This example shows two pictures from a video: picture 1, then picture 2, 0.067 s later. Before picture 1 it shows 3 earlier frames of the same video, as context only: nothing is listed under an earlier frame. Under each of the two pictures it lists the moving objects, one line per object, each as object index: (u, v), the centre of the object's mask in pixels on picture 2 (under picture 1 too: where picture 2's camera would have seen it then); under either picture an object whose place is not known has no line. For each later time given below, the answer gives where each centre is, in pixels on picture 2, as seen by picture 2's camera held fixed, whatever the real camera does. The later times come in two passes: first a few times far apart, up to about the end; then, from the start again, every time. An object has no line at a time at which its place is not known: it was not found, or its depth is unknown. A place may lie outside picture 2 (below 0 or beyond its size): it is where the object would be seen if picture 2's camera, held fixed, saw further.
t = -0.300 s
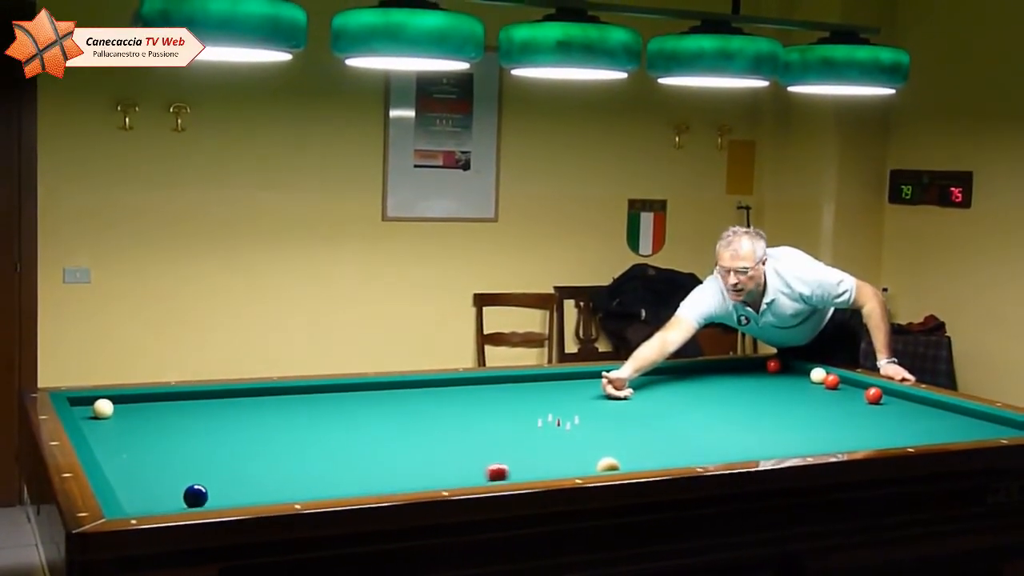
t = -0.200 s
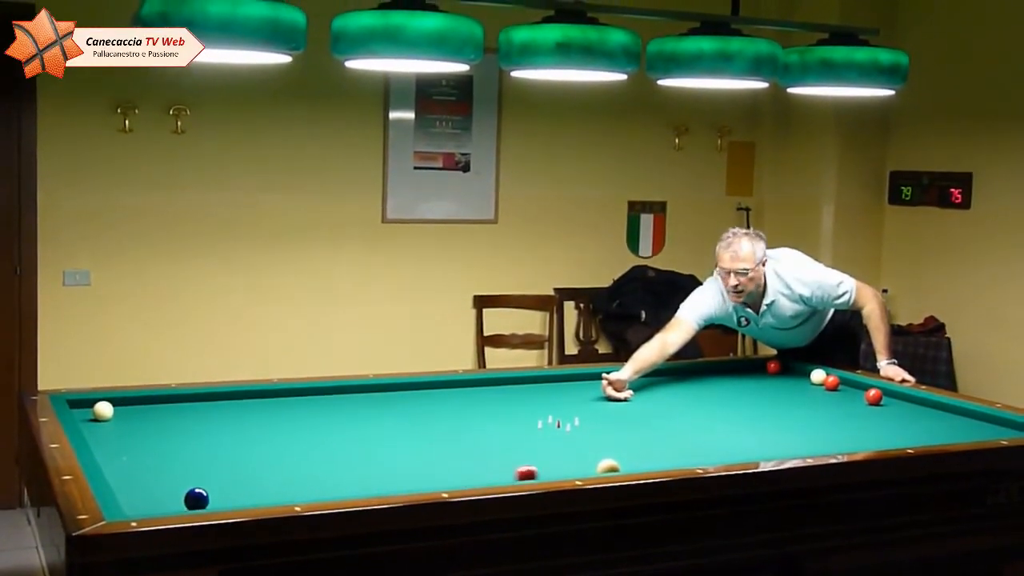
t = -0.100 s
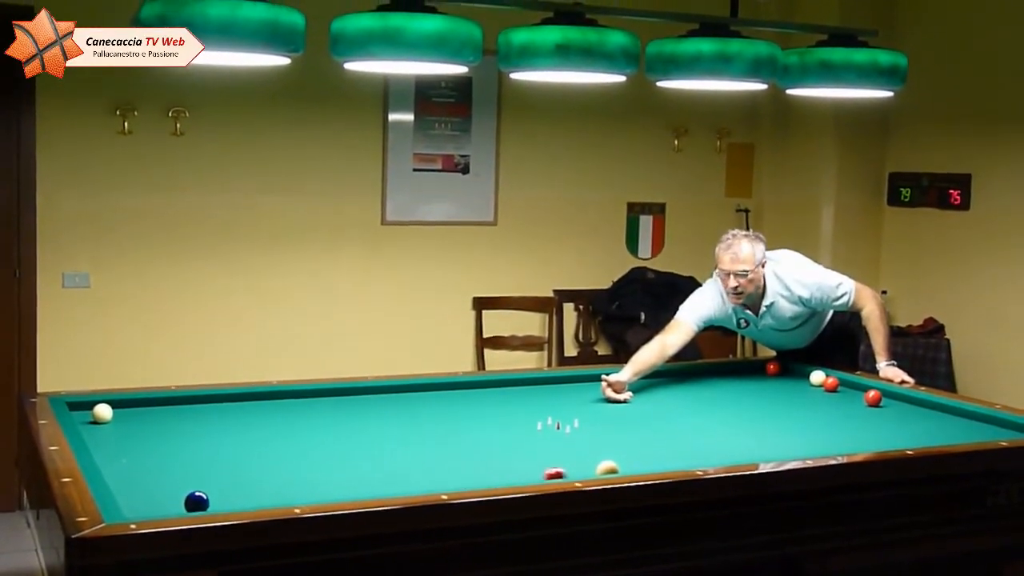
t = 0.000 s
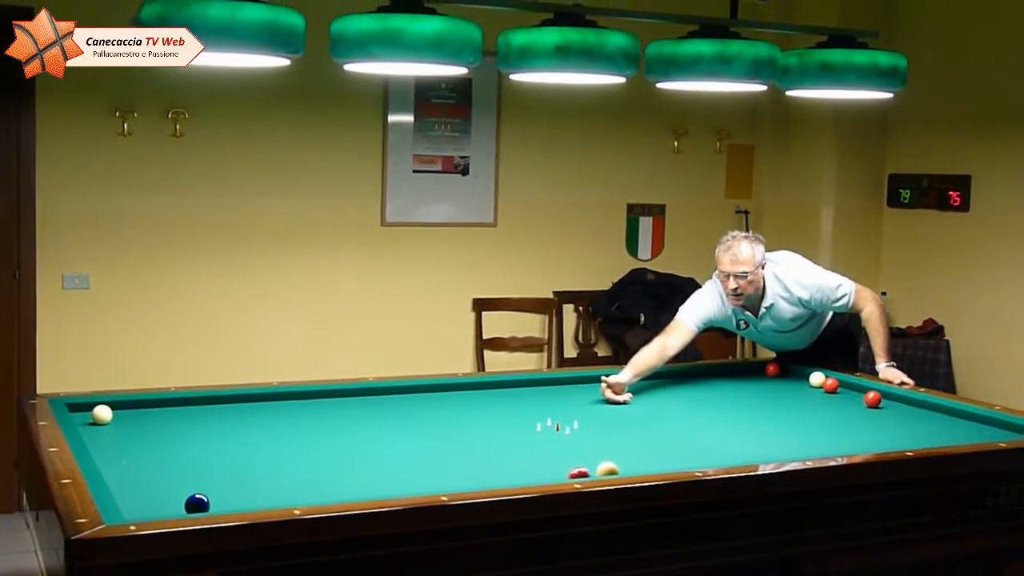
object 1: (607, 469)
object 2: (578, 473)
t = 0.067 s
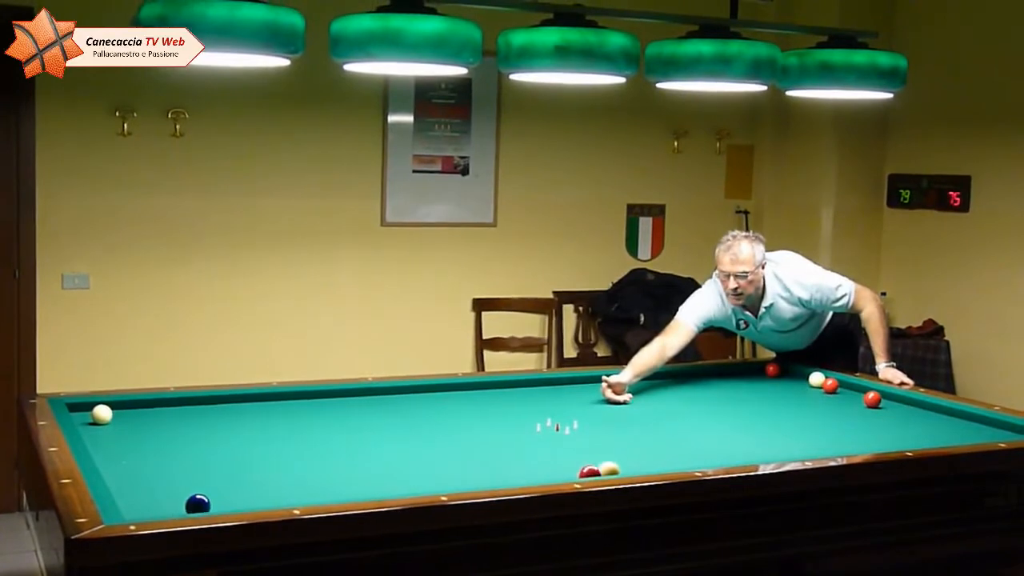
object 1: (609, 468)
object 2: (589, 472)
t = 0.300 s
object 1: (640, 465)
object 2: (599, 471)
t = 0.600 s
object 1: (674, 460)
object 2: (614, 469)
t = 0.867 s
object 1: (702, 456)
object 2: (626, 468)
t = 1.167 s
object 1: (732, 452)
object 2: (640, 466)
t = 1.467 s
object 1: (760, 447)
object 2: (653, 465)
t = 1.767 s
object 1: (786, 443)
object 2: (664, 464)
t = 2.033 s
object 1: (806, 439)
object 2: (673, 463)
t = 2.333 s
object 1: (828, 436)
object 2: (682, 462)
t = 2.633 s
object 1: (849, 432)
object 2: (691, 461)
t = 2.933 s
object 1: (868, 429)
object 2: (698, 461)
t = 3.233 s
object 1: (886, 425)
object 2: (705, 460)
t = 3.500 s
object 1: (902, 423)
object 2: (710, 459)
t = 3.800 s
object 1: (918, 420)
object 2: (714, 459)
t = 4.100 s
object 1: (933, 417)
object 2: (718, 458)
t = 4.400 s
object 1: (947, 415)
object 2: (720, 458)
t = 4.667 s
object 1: (958, 413)
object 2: (721, 458)
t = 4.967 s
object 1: (950, 413)
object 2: (722, 458)
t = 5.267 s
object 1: (941, 413)
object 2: (722, 458)
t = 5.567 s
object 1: (932, 413)
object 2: (722, 457)
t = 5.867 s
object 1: (924, 413)
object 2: (723, 457)
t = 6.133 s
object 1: (918, 413)
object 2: (723, 457)
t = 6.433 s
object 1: (911, 412)
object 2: (723, 457)
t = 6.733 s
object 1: (906, 412)
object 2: (722, 457)
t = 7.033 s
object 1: (901, 413)
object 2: (721, 457)
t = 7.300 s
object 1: (897, 412)
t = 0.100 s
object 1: (613, 468)
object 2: (589, 471)
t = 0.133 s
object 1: (618, 467)
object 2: (591, 471)
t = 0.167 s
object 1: (623, 466)
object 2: (591, 471)
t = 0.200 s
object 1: (628, 466)
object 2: (593, 471)
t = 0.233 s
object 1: (632, 466)
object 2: (595, 471)
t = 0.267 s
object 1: (635, 465)
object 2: (597, 471)
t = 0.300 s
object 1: (640, 465)
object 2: (599, 471)
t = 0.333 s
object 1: (643, 464)
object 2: (600, 471)
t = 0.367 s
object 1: (647, 464)
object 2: (602, 471)
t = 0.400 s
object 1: (651, 463)
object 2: (604, 470)
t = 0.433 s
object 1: (655, 463)
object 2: (605, 470)
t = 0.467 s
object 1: (659, 462)
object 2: (607, 470)
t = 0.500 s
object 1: (663, 462)
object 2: (609, 470)
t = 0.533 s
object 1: (666, 461)
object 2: (611, 470)
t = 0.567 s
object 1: (670, 461)
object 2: (612, 469)
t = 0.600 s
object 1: (674, 460)
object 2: (614, 469)
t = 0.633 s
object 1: (677, 460)
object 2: (615, 469)
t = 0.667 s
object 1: (681, 459)
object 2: (617, 469)
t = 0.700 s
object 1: (684, 459)
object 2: (619, 468)
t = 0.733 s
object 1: (688, 458)
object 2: (620, 468)
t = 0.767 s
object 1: (691, 458)
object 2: (621, 468)
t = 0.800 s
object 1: (695, 457)
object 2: (623, 468)
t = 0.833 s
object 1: (698, 457)
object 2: (625, 468)
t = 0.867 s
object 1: (702, 456)
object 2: (626, 468)
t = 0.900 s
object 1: (705, 456)
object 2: (628, 468)
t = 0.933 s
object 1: (708, 455)
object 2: (629, 467)
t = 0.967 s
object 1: (712, 455)
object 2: (631, 467)
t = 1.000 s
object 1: (715, 454)
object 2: (633, 467)
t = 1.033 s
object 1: (719, 454)
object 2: (634, 467)
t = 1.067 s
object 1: (722, 453)
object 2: (635, 467)
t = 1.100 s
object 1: (725, 453)
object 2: (637, 466)
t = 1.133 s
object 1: (729, 453)
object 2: (639, 466)
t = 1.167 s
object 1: (732, 452)
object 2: (640, 466)
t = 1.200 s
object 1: (735, 452)
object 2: (642, 466)
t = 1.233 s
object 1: (738, 451)
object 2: (643, 466)
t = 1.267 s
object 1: (741, 451)
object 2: (644, 466)
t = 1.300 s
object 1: (745, 450)
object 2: (646, 465)
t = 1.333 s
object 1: (748, 450)
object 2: (648, 465)
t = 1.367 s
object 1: (751, 449)
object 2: (649, 465)
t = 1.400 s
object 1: (754, 448)
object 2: (650, 465)
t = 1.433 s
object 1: (757, 448)
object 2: (651, 465)
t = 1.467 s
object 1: (760, 447)
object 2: (653, 465)
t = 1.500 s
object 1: (763, 447)
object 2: (655, 464)
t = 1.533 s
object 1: (766, 446)
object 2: (655, 465)
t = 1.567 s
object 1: (768, 446)
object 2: (657, 464)
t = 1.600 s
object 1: (772, 446)
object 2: (658, 464)
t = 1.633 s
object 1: (774, 445)
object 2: (659, 464)
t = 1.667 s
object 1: (777, 444)
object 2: (660, 464)
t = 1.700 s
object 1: (780, 444)
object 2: (662, 464)
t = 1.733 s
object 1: (783, 444)
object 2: (663, 464)
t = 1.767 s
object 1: (786, 443)
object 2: (664, 464)
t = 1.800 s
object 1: (788, 443)
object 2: (665, 464)
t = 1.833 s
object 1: (791, 442)
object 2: (666, 464)
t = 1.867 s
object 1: (793, 442)
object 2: (667, 463)
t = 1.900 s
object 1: (796, 441)
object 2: (669, 463)
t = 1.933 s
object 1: (799, 441)
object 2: (670, 463)
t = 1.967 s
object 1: (801, 440)
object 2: (671, 463)
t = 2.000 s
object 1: (804, 440)
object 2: (672, 463)
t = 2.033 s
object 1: (806, 439)
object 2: (673, 463)
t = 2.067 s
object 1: (809, 439)
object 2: (674, 463)
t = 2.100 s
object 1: (812, 439)
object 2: (675, 462)
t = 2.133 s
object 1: (814, 438)
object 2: (676, 462)
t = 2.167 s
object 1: (816, 438)
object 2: (677, 462)
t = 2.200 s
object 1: (819, 437)
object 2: (678, 462)
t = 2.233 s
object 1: (821, 437)
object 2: (679, 462)
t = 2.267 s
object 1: (824, 436)
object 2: (680, 462)
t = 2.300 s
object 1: (826, 436)
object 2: (681, 462)
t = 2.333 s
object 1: (828, 436)
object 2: (682, 462)
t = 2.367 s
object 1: (831, 435)
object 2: (683, 462)
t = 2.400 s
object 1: (833, 435)
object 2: (684, 462)
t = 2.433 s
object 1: (835, 434)
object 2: (685, 462)
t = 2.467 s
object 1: (838, 434)
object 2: (686, 462)
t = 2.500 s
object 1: (840, 434)
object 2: (687, 461)
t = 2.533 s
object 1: (842, 433)
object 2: (688, 461)
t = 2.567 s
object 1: (844, 433)
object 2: (689, 461)
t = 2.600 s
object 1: (847, 432)
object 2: (690, 461)
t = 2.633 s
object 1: (849, 432)
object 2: (691, 461)
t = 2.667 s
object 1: (851, 432)
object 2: (692, 461)
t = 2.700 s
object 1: (853, 431)
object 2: (692, 461)
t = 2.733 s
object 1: (855, 431)
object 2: (693, 461)
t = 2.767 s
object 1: (857, 430)
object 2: (694, 461)
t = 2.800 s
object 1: (860, 430)
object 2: (695, 461)
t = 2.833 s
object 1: (862, 430)
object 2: (696, 461)
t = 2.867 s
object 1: (864, 429)
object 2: (697, 461)
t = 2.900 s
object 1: (866, 429)
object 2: (698, 461)
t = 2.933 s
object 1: (868, 429)
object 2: (698, 461)
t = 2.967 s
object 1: (870, 428)
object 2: (699, 461)
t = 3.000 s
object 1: (872, 428)
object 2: (700, 461)
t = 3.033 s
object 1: (874, 428)
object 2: (701, 460)
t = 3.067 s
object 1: (876, 427)
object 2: (701, 460)
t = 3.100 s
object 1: (878, 427)
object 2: (702, 460)
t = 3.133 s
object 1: (880, 427)
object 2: (703, 460)
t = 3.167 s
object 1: (882, 426)
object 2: (703, 460)
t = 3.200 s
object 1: (884, 426)
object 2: (704, 460)
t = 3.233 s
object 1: (886, 425)
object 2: (705, 460)
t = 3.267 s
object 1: (888, 425)
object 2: (705, 460)
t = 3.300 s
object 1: (890, 425)
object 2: (706, 460)
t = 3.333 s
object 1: (892, 424)
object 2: (706, 460)
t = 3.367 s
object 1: (894, 424)
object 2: (707, 460)
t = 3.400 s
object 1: (896, 424)
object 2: (708, 460)
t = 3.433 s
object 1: (898, 424)
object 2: (708, 459)
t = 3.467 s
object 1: (900, 423)
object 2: (709, 459)
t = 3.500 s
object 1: (902, 423)
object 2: (710, 459)
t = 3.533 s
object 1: (904, 423)
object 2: (710, 459)
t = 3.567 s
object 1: (905, 422)
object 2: (710, 459)
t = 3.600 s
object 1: (907, 422)
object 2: (711, 459)
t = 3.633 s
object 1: (909, 422)
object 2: (711, 459)
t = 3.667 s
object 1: (911, 421)
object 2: (712, 459)
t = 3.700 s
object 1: (913, 421)
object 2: (713, 459)
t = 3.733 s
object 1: (914, 421)
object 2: (713, 459)
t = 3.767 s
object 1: (916, 420)
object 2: (714, 459)
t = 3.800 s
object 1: (918, 420)
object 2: (714, 459)
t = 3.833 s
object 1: (920, 420)
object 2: (715, 459)
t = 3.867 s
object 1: (921, 419)
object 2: (715, 459)
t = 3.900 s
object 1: (923, 419)
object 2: (716, 459)
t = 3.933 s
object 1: (925, 419)
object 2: (716, 459)
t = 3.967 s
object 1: (927, 419)
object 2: (717, 459)
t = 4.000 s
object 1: (928, 418)
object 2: (717, 459)
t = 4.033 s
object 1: (930, 418)
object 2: (717, 459)
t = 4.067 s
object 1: (931, 418)
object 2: (718, 459)
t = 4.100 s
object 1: (933, 417)
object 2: (718, 458)
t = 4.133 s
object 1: (935, 417)
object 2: (718, 458)
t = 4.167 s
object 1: (936, 417)
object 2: (719, 459)
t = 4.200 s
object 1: (938, 417)
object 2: (719, 459)
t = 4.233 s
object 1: (940, 416)
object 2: (719, 458)
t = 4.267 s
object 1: (941, 416)
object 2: (719, 458)
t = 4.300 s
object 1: (942, 416)
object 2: (720, 458)
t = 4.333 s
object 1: (944, 416)
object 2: (720, 458)
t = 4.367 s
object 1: (945, 415)
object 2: (720, 458)
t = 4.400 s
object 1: (947, 415)
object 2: (720, 458)
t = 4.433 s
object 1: (948, 415)
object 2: (720, 458)
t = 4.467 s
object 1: (950, 415)
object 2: (720, 458)
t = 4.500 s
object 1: (951, 414)
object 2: (721, 458)
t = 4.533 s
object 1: (953, 414)
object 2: (721, 458)
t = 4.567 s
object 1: (954, 414)
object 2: (721, 458)
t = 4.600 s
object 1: (956, 414)
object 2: (721, 458)
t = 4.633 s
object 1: (957, 414)
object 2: (721, 458)
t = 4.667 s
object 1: (958, 413)
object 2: (721, 458)
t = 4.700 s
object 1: (960, 413)
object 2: (721, 458)
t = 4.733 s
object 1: (959, 413)
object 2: (721, 458)
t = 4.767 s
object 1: (957, 413)
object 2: (721, 458)
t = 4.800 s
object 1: (956, 413)
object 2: (721, 458)
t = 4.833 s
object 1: (955, 413)
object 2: (721, 458)
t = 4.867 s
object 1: (953, 413)
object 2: (721, 458)
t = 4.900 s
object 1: (952, 413)
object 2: (721, 458)
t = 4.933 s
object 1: (951, 413)
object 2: (722, 458)
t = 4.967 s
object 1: (950, 413)
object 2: (722, 458)
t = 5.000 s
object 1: (949, 413)
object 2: (722, 458)
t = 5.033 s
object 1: (948, 413)
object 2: (722, 457)
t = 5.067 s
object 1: (947, 413)
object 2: (722, 458)
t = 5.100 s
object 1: (946, 413)
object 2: (722, 457)
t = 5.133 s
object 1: (945, 413)
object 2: (722, 457)
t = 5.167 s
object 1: (944, 413)
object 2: (722, 457)
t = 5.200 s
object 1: (943, 413)
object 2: (722, 457)
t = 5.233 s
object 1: (942, 413)
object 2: (722, 458)
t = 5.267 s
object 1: (941, 413)
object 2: (722, 458)
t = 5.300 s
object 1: (940, 413)
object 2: (722, 458)
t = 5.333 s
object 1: (939, 413)
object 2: (722, 457)
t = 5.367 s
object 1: (938, 413)
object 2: (722, 457)
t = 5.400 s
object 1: (937, 413)
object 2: (722, 458)
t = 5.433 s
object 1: (936, 413)
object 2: (722, 457)
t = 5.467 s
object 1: (935, 413)
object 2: (722, 457)
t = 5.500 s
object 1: (934, 413)
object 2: (722, 457)
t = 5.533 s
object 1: (933, 413)
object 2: (723, 457)
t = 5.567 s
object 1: (932, 413)
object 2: (722, 457)
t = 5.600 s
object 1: (931, 413)
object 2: (722, 457)
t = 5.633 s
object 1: (930, 413)
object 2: (722, 457)
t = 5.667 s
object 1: (929, 413)
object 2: (723, 457)
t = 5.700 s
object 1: (928, 413)
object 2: (722, 457)
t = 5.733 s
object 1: (927, 413)
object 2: (723, 457)
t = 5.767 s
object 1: (926, 413)
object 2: (723, 457)
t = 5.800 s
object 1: (926, 413)
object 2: (723, 457)
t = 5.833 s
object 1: (925, 413)
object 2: (723, 457)
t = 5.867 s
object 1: (924, 413)
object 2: (723, 457)
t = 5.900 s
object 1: (923, 413)
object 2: (723, 457)
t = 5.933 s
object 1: (922, 413)
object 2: (723, 457)
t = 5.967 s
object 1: (921, 413)
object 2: (723, 457)
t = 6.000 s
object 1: (921, 413)
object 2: (723, 457)
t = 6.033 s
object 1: (920, 413)
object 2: (723, 457)
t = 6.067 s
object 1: (919, 413)
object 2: (723, 457)
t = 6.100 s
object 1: (918, 413)
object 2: (723, 457)
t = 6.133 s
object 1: (918, 413)
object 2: (723, 457)
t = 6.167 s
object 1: (917, 413)
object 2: (723, 457)
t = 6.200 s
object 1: (916, 413)
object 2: (723, 457)
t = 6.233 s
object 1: (915, 413)
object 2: (723, 457)
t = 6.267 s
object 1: (915, 413)
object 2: (723, 457)
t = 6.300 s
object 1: (914, 413)
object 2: (723, 457)
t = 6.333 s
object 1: (913, 413)
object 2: (723, 457)
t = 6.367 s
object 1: (913, 412)
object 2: (723, 457)
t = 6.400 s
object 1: (912, 412)
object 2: (723, 457)
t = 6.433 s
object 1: (911, 412)
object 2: (723, 457)
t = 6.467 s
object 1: (911, 413)
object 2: (723, 457)
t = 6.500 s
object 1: (910, 413)
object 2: (723, 457)
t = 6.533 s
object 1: (910, 413)
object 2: (723, 457)
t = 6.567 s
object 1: (909, 413)
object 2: (723, 457)
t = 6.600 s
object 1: (908, 413)
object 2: (723, 457)
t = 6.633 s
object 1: (908, 412)
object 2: (723, 457)
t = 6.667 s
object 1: (907, 412)
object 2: (723, 457)
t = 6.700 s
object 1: (906, 413)
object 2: (723, 457)
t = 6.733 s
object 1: (906, 412)
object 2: (722, 457)
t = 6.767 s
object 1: (905, 413)
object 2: (722, 457)
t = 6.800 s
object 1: (905, 413)
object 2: (722, 457)
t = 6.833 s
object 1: (904, 413)
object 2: (722, 457)
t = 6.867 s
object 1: (904, 413)
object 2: (722, 457)
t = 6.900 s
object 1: (903, 412)
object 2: (722, 457)
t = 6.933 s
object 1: (903, 413)
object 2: (722, 457)
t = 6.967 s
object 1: (902, 413)
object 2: (722, 457)
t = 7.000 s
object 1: (902, 413)
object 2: (721, 457)
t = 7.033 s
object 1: (901, 413)
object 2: (721, 457)
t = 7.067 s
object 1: (901, 413)
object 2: (721, 457)
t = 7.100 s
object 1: (900, 413)
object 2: (721, 457)
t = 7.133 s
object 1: (900, 413)
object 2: (721, 457)
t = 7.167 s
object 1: (899, 413)
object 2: (721, 457)
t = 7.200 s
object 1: (899, 412)
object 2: (721, 457)
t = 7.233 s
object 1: (898, 413)
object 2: (721, 457)
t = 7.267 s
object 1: (898, 412)
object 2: (721, 457)
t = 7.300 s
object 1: (897, 412)
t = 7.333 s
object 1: (897, 412)
